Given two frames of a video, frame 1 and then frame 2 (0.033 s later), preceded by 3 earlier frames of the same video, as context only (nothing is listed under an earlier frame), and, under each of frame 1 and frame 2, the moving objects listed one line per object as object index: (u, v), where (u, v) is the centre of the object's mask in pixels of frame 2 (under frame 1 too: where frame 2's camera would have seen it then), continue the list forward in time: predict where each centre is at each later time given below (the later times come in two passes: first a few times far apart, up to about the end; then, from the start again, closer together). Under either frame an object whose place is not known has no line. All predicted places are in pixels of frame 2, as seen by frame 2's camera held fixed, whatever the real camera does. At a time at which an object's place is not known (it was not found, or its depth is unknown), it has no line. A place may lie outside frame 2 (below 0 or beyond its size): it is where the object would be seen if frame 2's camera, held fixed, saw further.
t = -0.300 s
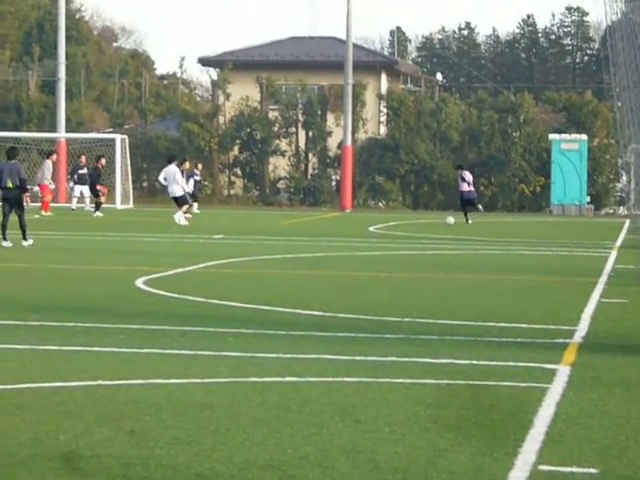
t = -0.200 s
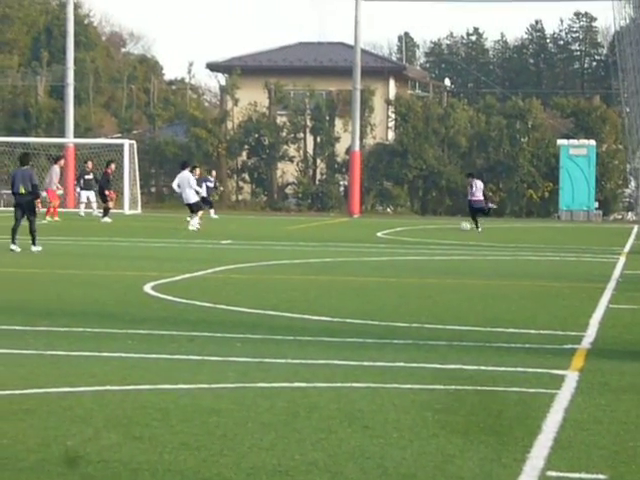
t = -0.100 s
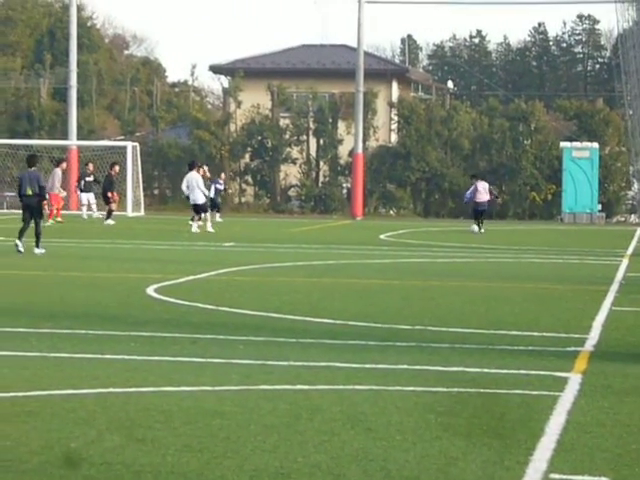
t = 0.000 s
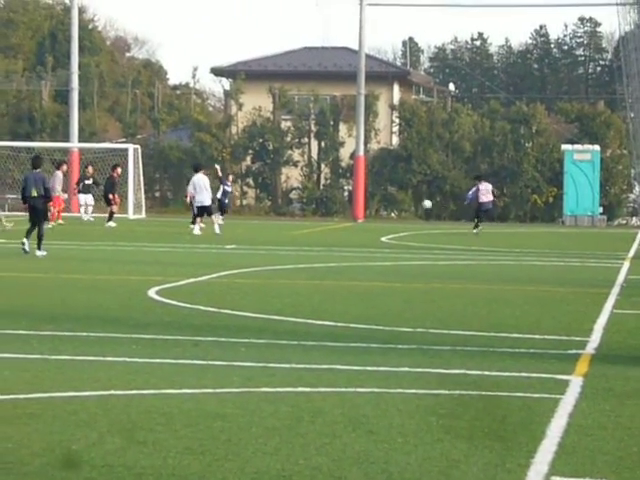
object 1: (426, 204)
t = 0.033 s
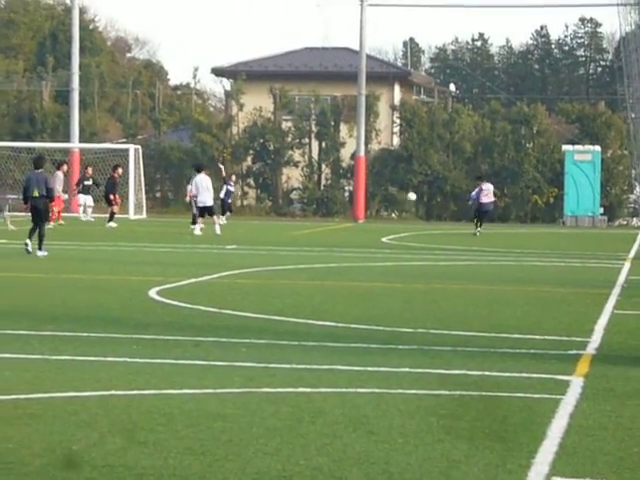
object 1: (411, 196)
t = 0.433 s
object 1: (236, 130)
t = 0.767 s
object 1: (106, 115)
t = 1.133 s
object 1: (-26, 137)
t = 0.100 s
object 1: (380, 181)
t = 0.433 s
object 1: (236, 130)
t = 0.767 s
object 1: (106, 115)
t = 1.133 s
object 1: (-26, 137)
